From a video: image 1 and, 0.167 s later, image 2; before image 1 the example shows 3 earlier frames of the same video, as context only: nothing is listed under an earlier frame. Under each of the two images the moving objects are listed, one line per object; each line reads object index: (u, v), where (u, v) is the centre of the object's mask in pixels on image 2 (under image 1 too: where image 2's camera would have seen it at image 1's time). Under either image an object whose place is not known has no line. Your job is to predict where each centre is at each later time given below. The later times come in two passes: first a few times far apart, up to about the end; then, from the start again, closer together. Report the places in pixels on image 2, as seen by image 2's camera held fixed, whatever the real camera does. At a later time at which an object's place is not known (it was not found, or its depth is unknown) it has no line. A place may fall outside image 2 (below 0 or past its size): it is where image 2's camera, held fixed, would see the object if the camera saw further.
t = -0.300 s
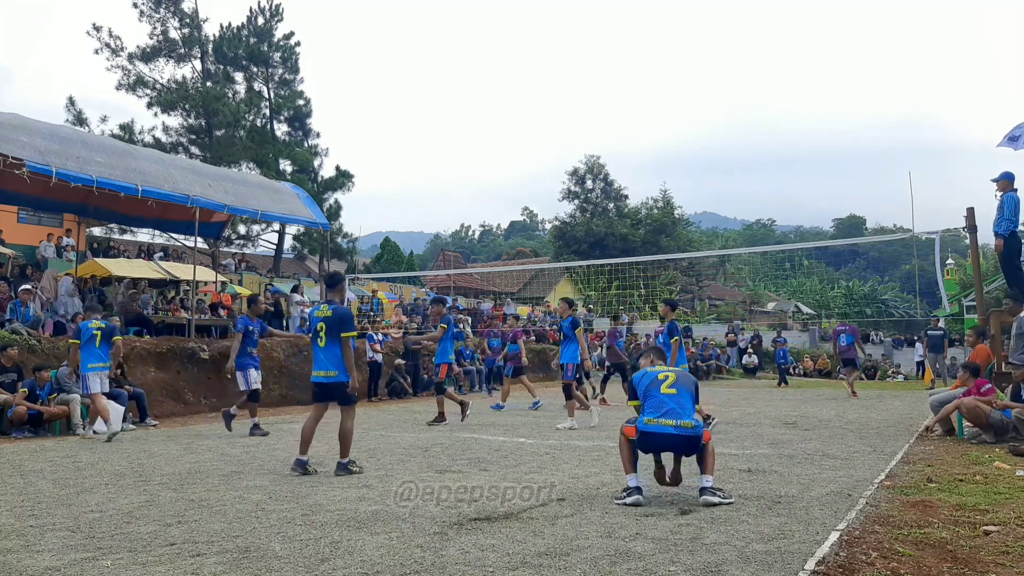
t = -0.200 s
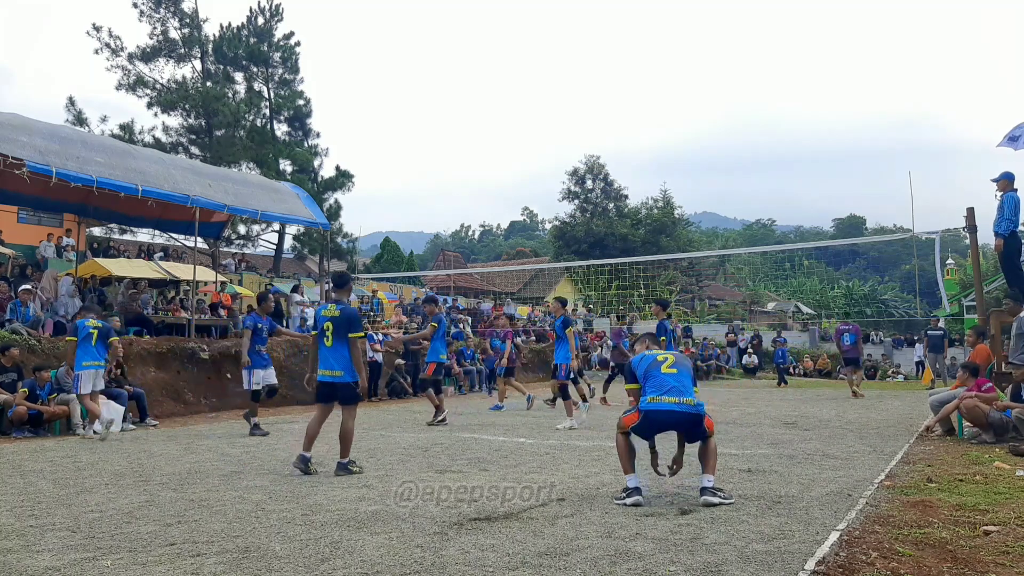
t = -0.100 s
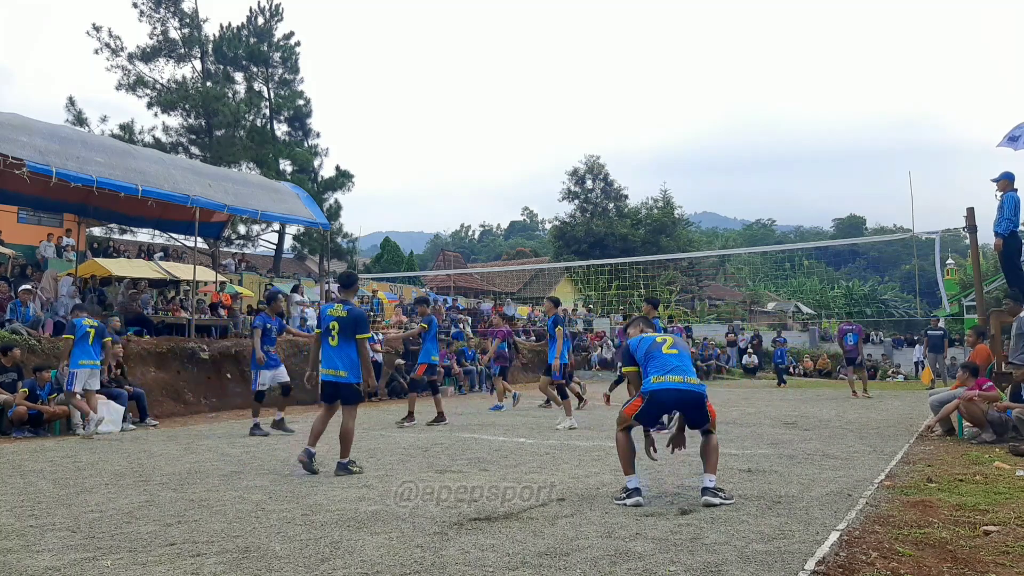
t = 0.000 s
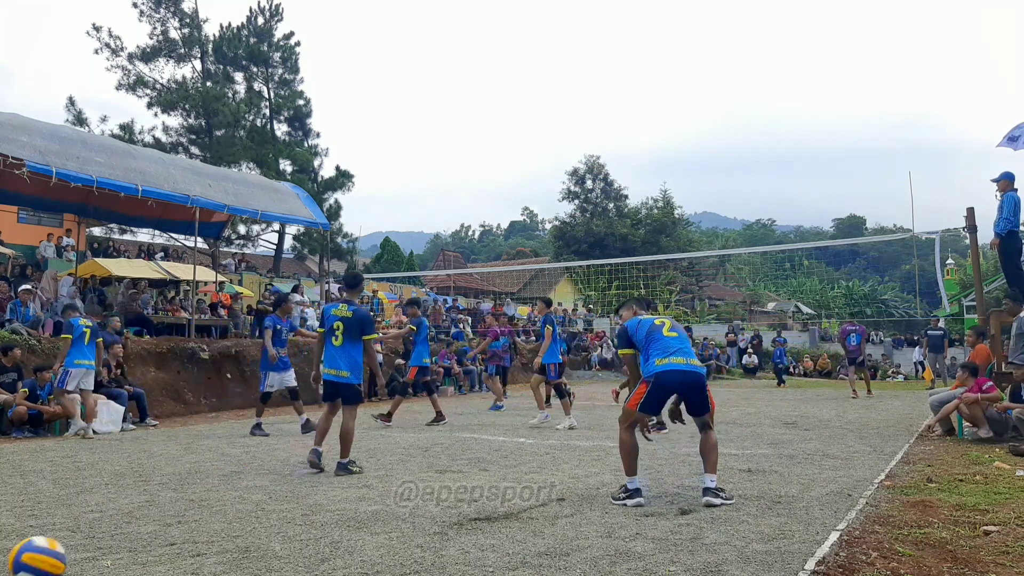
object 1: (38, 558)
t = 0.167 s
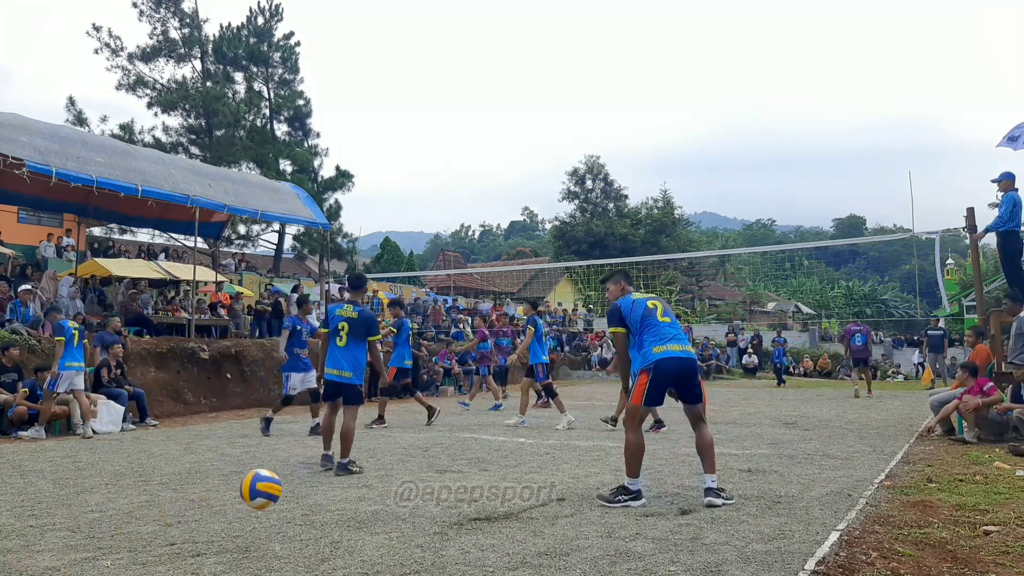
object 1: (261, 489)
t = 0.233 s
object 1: (324, 482)
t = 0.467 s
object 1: (479, 465)
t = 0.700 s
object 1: (576, 443)
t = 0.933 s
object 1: (642, 434)
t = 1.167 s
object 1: (692, 427)
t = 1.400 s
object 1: (727, 410)
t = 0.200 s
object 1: (293, 484)
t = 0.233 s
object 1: (324, 482)
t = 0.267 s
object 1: (352, 481)
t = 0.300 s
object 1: (377, 484)
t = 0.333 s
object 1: (402, 488)
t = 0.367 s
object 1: (423, 485)
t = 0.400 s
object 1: (443, 476)
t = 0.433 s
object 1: (461, 469)
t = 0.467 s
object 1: (479, 465)
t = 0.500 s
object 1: (496, 463)
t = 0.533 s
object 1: (510, 461)
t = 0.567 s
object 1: (525, 463)
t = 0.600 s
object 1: (539, 462)
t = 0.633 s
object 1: (551, 454)
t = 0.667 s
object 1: (564, 448)
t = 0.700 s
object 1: (576, 443)
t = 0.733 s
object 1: (586, 441)
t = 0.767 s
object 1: (596, 439)
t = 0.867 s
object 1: (629, 441)
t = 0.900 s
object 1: (633, 438)
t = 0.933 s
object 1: (642, 434)
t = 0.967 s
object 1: (649, 431)
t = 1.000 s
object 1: (657, 431)
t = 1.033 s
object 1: (664, 431)
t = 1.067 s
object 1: (672, 433)
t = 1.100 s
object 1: (679, 431)
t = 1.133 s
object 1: (685, 429)
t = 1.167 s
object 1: (692, 427)
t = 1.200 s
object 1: (697, 426)
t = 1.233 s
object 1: (703, 427)
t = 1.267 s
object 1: (708, 423)
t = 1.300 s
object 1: (713, 418)
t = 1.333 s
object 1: (717, 414)
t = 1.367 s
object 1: (722, 412)
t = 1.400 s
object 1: (727, 410)
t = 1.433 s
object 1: (731, 410)
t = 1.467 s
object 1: (735, 409)
